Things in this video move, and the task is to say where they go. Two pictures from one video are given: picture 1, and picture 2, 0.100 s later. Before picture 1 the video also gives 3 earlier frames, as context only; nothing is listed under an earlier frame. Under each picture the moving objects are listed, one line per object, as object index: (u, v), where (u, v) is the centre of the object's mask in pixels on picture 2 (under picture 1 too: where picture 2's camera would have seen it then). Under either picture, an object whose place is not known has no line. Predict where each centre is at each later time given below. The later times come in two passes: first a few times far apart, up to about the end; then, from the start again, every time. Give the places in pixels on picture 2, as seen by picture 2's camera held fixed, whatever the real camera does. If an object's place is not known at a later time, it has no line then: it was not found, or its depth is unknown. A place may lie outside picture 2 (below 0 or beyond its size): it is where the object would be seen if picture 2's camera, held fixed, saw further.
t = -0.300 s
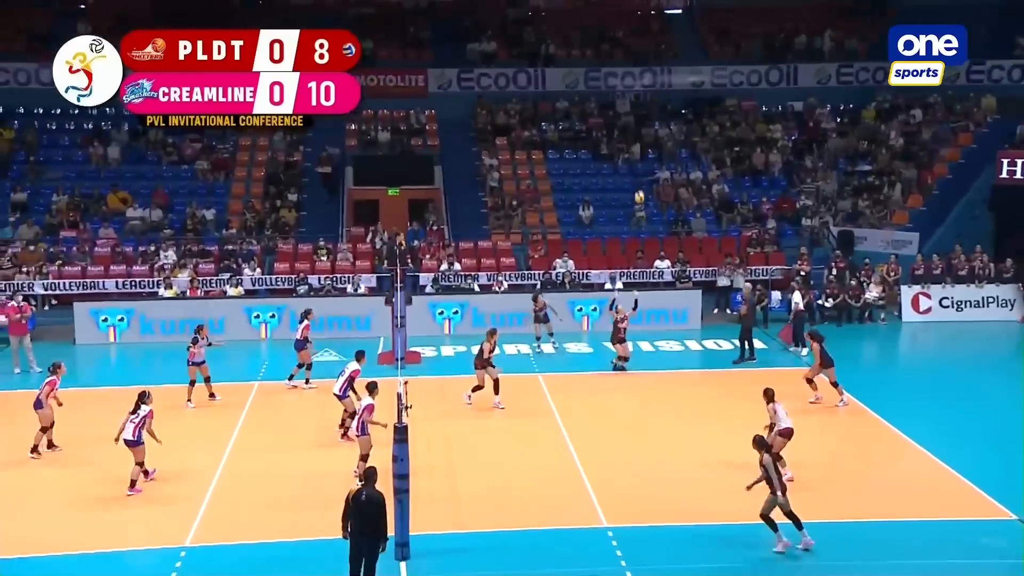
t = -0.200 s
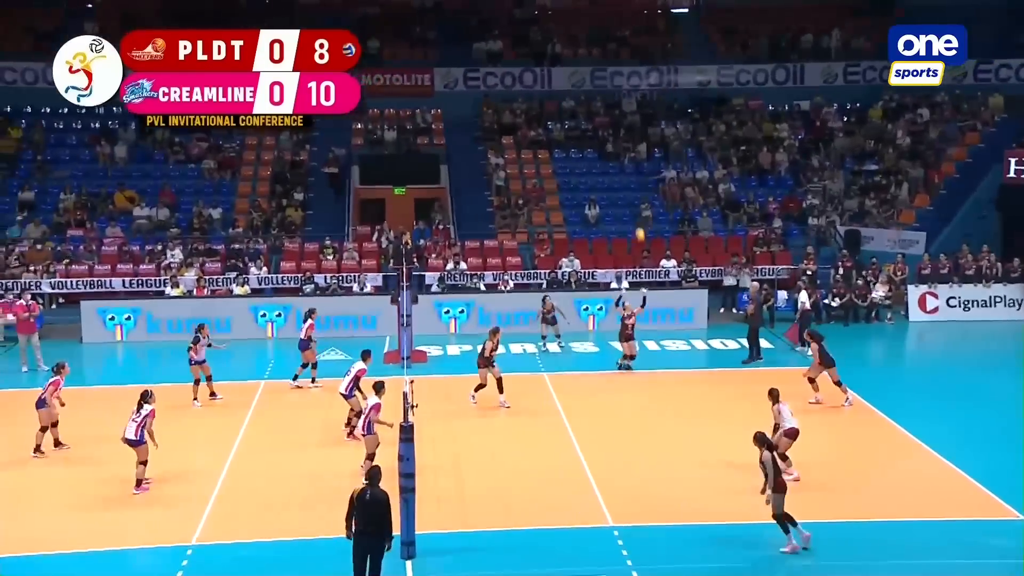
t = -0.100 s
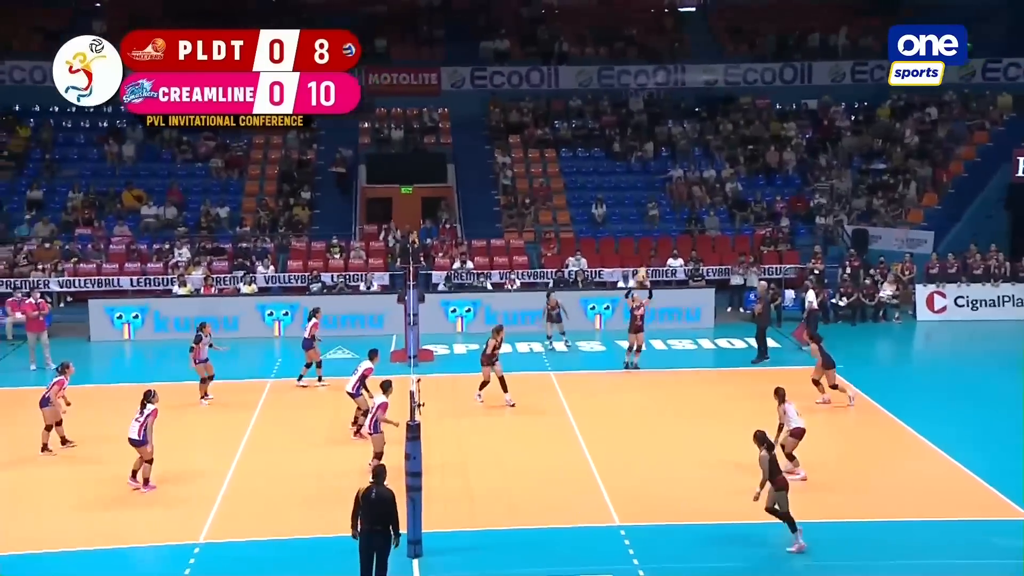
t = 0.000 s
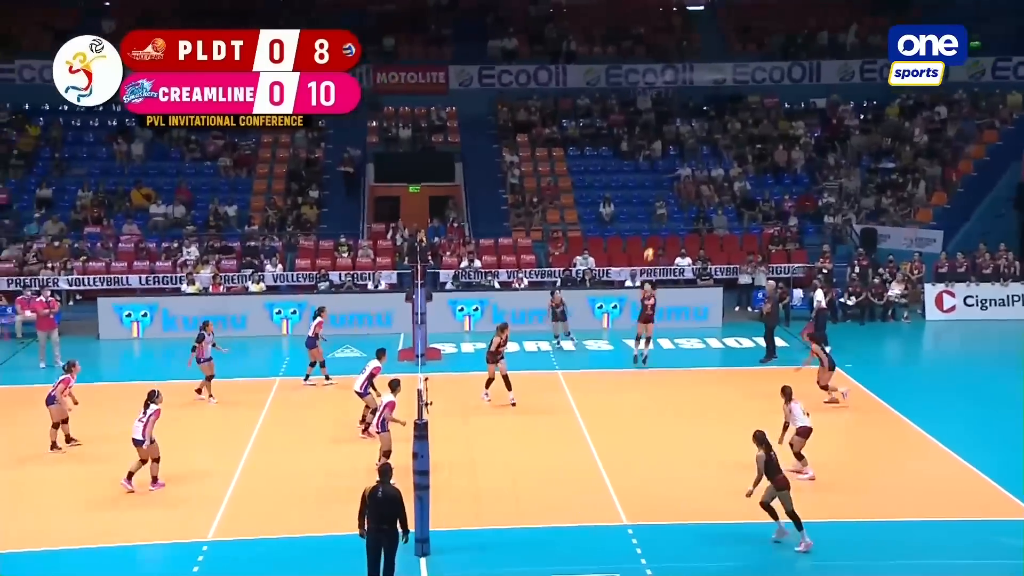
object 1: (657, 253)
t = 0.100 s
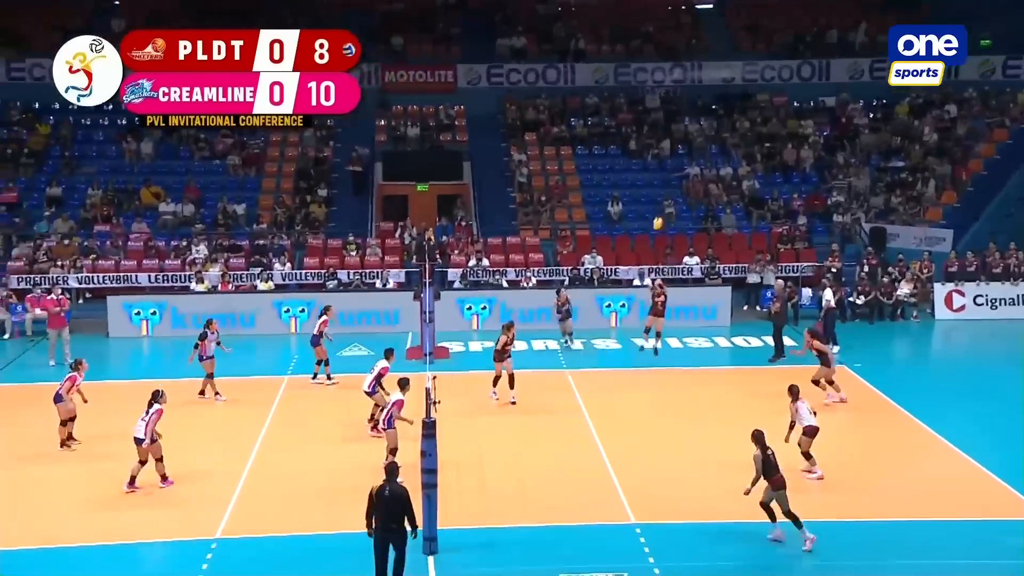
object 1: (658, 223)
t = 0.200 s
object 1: (658, 198)
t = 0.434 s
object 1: (656, 155)
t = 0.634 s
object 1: (654, 137)
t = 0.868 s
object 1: (651, 144)
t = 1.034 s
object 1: (649, 167)
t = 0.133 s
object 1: (658, 214)
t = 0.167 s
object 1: (657, 206)
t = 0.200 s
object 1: (658, 198)
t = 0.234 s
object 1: (658, 190)
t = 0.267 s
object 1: (657, 183)
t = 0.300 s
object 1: (657, 176)
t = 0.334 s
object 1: (657, 170)
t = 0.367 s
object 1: (657, 164)
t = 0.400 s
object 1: (657, 159)
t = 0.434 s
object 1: (656, 155)
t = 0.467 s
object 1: (656, 150)
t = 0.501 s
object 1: (656, 147)
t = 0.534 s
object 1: (655, 144)
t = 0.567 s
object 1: (655, 141)
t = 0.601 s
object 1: (655, 139)
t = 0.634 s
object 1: (654, 137)
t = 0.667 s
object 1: (654, 137)
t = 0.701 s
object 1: (654, 136)
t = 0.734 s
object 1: (653, 137)
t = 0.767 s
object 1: (653, 137)
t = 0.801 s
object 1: (653, 139)
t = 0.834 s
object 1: (652, 141)
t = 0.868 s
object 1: (651, 144)
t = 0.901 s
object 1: (651, 147)
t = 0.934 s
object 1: (650, 151)
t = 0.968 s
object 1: (650, 156)
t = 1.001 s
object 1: (649, 161)
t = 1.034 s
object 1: (649, 167)
